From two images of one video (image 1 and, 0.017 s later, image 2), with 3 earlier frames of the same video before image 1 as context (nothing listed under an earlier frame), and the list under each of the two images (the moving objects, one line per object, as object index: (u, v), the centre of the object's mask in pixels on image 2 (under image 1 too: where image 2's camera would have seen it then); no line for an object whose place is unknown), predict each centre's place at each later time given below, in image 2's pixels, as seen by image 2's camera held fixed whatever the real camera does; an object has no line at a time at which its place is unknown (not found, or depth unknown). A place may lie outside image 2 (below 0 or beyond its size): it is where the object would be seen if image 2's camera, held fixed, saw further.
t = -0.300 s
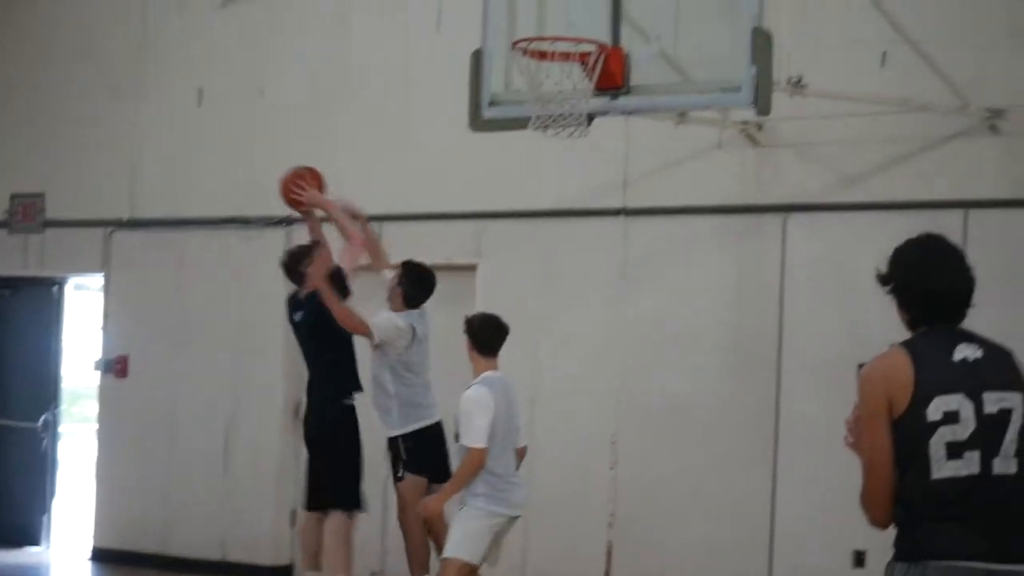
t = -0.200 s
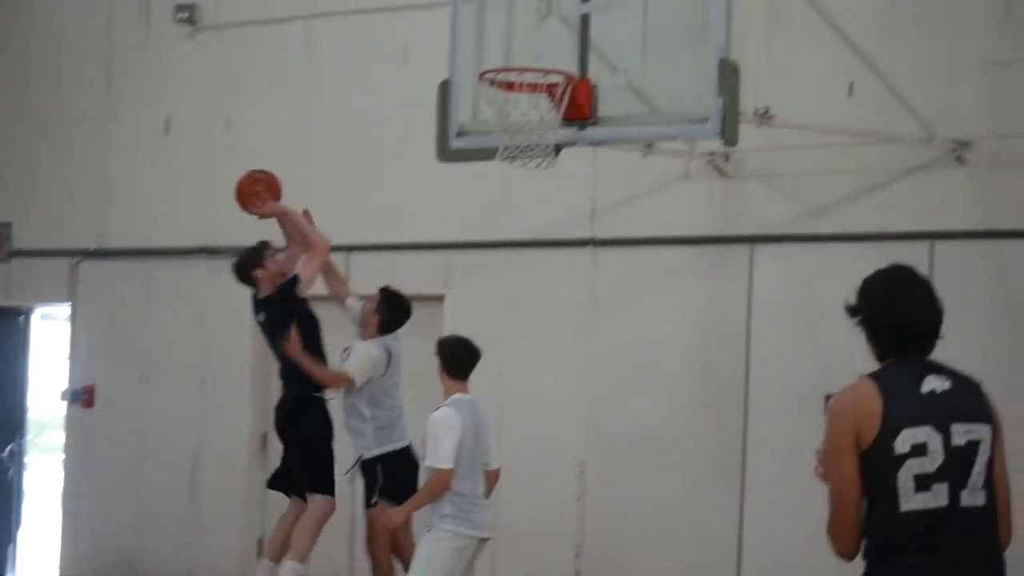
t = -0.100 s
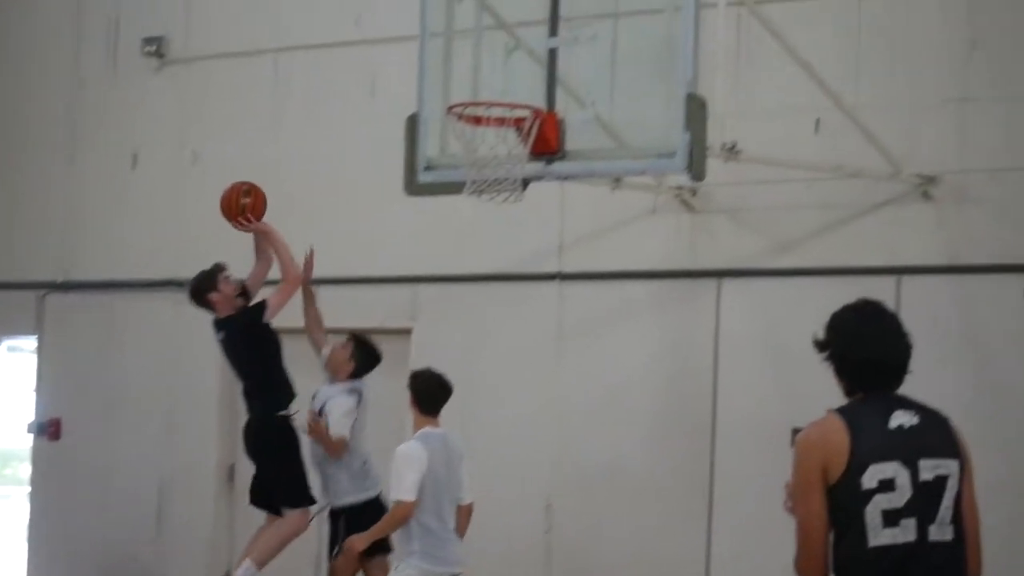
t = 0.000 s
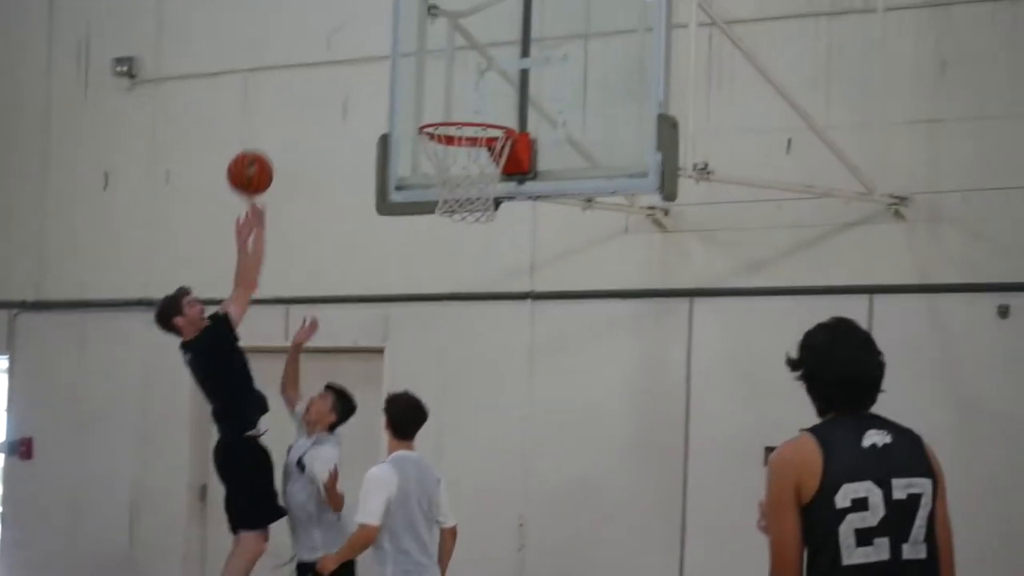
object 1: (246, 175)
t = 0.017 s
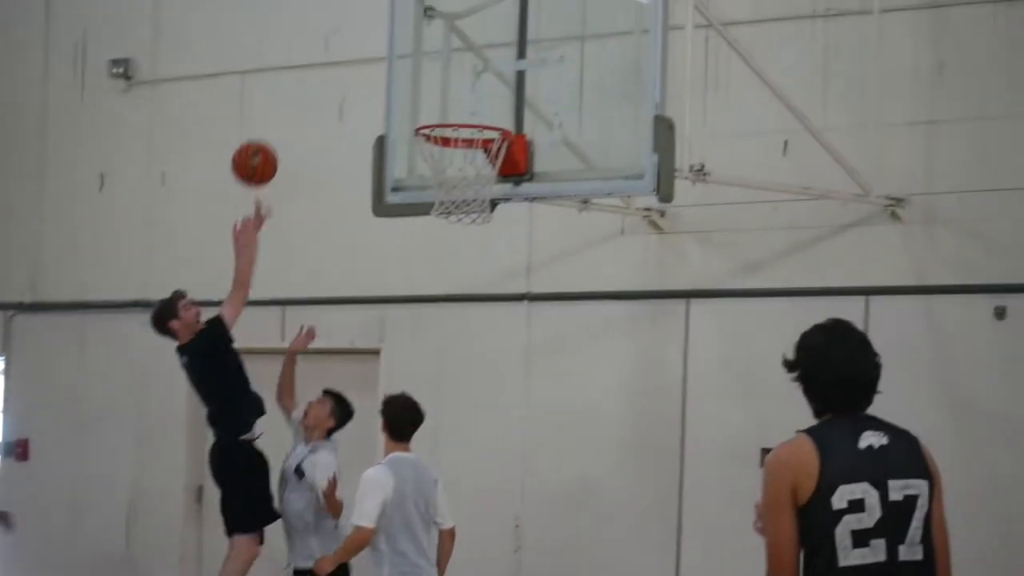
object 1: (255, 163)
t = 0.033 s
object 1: (263, 152)
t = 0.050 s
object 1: (272, 142)
